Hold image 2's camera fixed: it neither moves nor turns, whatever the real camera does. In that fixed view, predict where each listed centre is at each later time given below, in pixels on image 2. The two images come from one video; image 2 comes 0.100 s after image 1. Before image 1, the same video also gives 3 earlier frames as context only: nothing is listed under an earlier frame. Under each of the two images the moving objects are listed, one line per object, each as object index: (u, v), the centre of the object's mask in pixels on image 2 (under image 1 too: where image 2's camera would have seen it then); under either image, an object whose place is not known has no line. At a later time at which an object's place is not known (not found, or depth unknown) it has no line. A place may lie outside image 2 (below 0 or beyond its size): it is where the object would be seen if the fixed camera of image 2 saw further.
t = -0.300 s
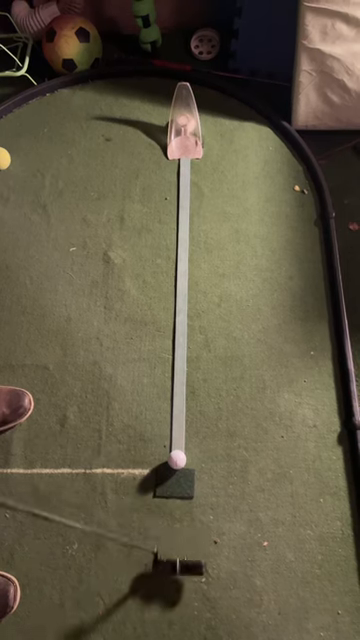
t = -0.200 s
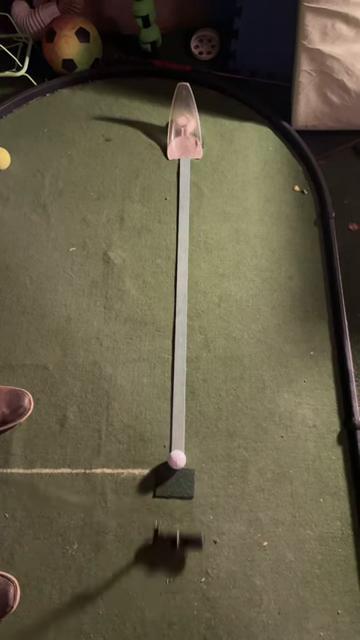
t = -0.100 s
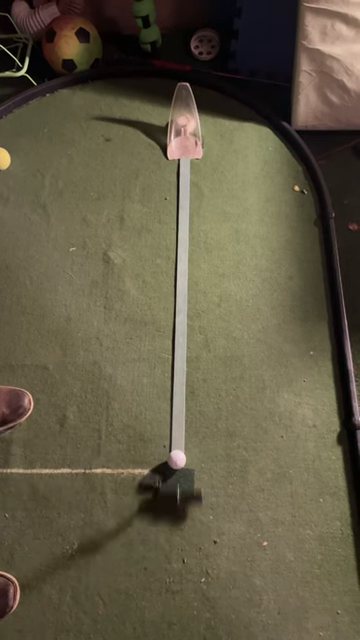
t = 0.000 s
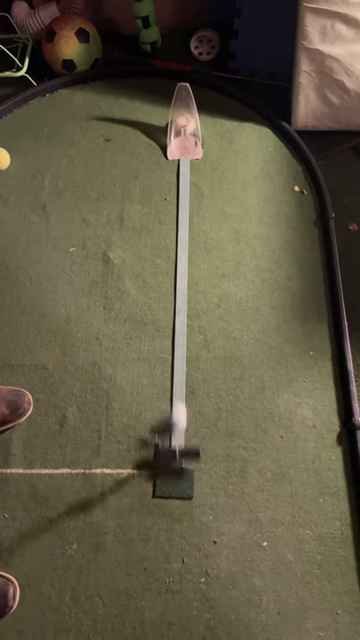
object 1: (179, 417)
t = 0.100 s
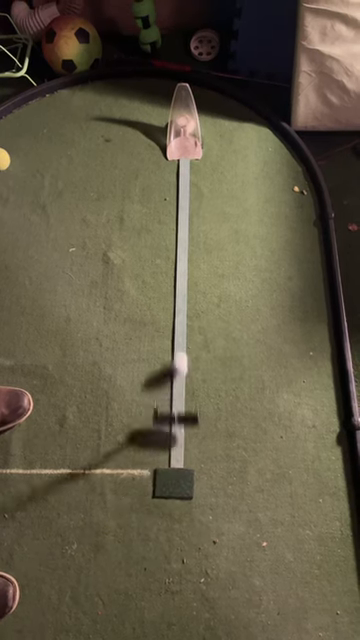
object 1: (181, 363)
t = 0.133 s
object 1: (181, 348)
